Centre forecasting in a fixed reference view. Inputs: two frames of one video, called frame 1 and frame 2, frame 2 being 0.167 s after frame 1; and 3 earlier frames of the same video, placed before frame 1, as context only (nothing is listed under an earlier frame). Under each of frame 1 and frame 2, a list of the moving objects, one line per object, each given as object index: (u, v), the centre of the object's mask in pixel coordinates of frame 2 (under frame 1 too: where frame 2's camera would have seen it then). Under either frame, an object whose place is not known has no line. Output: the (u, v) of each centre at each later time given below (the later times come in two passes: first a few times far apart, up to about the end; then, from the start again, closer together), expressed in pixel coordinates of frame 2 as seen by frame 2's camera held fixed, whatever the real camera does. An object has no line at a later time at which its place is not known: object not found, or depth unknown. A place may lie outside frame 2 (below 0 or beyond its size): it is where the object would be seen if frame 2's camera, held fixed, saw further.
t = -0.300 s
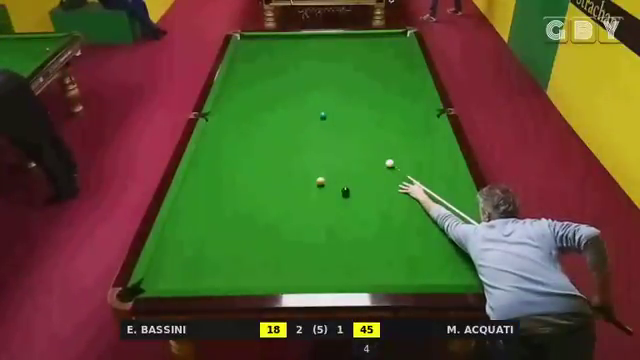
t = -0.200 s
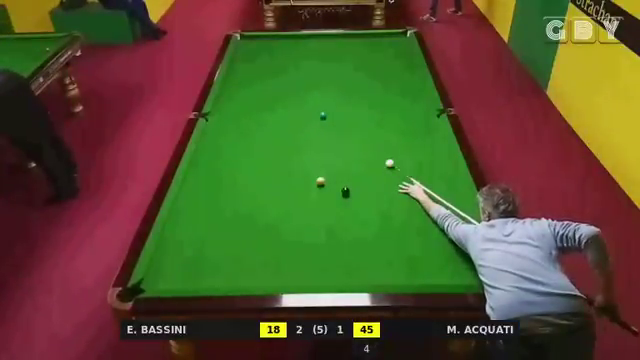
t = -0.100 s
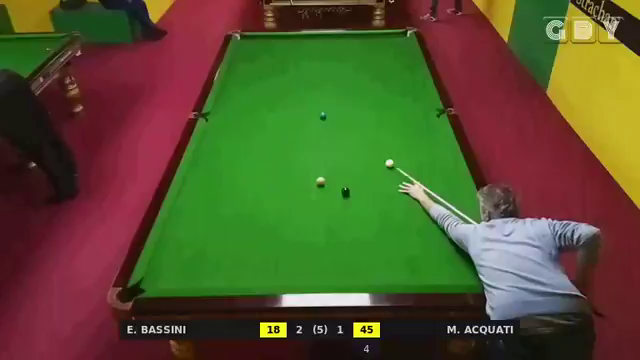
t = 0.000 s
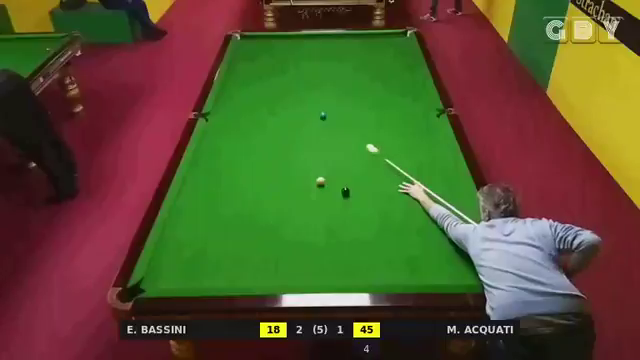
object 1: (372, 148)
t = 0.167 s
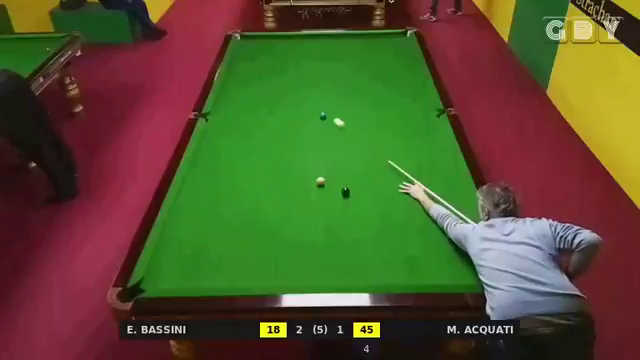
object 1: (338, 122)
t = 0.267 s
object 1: (330, 110)
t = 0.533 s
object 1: (328, 83)
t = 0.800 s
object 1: (324, 60)
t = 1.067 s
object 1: (320, 41)
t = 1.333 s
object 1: (318, 43)
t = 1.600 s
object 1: (316, 55)
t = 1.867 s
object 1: (314, 69)
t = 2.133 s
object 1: (311, 84)
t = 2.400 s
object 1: (319, 96)
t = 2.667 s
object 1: (339, 106)
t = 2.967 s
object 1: (362, 117)
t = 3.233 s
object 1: (383, 127)
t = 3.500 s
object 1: (404, 137)
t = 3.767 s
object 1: (427, 147)
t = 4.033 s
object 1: (449, 158)
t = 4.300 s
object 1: (439, 166)
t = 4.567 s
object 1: (430, 174)
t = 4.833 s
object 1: (420, 181)
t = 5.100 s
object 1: (411, 189)
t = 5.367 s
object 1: (403, 195)
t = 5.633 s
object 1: (394, 202)
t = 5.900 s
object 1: (386, 208)
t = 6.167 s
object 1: (379, 214)
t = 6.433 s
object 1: (372, 219)
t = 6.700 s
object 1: (366, 224)
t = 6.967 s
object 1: (361, 228)
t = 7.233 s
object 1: (357, 232)
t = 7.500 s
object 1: (353, 235)
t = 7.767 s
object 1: (351, 238)
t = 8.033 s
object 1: (349, 239)
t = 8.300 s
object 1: (348, 240)
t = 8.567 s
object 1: (348, 241)
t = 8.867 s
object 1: (348, 241)
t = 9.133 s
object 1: (348, 241)
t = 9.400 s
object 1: (348, 241)
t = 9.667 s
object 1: (348, 241)
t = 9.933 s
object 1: (348, 241)
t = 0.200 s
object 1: (333, 118)
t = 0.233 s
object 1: (330, 114)
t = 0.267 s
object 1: (330, 110)
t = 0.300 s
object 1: (331, 106)
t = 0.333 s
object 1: (330, 103)
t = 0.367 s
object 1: (330, 99)
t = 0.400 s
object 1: (330, 96)
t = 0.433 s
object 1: (329, 92)
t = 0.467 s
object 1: (328, 89)
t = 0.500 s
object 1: (328, 86)
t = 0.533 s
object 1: (328, 83)
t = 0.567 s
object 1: (327, 80)
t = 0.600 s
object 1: (326, 77)
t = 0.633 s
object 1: (326, 74)
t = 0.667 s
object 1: (326, 71)
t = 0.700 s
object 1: (325, 68)
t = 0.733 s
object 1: (324, 66)
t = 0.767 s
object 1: (324, 63)
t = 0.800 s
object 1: (324, 60)
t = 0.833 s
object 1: (323, 58)
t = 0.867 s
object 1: (323, 55)
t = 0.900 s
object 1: (322, 53)
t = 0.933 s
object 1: (322, 51)
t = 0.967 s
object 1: (322, 48)
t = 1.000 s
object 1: (321, 46)
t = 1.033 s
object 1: (320, 43)
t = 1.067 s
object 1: (320, 41)
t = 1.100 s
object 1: (320, 39)
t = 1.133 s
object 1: (319, 37)
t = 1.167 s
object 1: (319, 35)
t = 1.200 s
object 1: (319, 36)
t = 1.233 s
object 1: (319, 38)
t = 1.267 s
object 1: (319, 40)
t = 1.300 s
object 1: (318, 41)
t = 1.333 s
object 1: (318, 43)
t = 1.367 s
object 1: (318, 44)
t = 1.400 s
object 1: (317, 45)
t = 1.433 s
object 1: (317, 47)
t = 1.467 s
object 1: (317, 49)
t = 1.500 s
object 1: (317, 50)
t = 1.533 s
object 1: (317, 52)
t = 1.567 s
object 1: (316, 53)
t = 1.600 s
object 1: (316, 55)
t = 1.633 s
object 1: (316, 57)
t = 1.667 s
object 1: (315, 59)
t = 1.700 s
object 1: (315, 60)
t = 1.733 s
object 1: (315, 62)
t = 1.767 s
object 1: (314, 64)
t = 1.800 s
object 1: (315, 65)
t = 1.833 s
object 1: (314, 68)
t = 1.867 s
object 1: (314, 69)
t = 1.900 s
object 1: (313, 71)
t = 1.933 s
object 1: (313, 73)
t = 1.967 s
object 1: (313, 74)
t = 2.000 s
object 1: (313, 76)
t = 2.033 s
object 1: (312, 78)
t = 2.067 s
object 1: (312, 80)
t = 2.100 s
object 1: (312, 82)
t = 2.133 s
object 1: (311, 84)
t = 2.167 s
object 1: (311, 86)
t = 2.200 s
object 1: (311, 88)
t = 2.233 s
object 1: (310, 90)
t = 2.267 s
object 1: (310, 92)
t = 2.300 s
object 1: (311, 93)
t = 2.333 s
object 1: (314, 94)
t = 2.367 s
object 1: (317, 95)
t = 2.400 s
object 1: (319, 96)
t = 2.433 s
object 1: (322, 98)
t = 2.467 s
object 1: (324, 99)
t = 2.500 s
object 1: (327, 100)
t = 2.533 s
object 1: (329, 101)
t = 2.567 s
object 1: (331, 102)
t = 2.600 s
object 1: (334, 104)
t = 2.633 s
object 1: (336, 105)
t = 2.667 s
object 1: (339, 106)
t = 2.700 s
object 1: (341, 107)
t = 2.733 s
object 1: (344, 108)
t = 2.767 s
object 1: (346, 109)
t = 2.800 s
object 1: (349, 111)
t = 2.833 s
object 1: (352, 112)
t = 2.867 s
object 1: (354, 113)
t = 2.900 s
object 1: (356, 114)
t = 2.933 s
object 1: (359, 115)
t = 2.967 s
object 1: (362, 117)
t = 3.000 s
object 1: (364, 118)
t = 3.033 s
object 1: (367, 119)
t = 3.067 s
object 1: (369, 120)
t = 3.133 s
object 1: (375, 123)
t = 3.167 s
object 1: (377, 124)
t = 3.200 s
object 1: (380, 125)
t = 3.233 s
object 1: (383, 127)
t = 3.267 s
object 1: (385, 128)
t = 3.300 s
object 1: (388, 129)
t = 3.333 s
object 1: (391, 130)
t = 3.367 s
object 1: (393, 132)
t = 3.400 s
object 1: (396, 133)
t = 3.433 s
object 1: (399, 134)
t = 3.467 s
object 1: (402, 135)
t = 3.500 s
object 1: (404, 137)
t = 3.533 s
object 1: (407, 138)
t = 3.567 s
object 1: (410, 139)
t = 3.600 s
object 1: (413, 140)
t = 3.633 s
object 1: (416, 142)
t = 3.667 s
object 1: (419, 143)
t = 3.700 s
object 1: (422, 144)
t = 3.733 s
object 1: (424, 146)
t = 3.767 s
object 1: (427, 147)
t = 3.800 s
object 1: (430, 148)
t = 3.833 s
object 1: (433, 150)
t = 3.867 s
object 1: (436, 151)
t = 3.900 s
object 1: (439, 152)
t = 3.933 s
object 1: (442, 153)
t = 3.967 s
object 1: (445, 155)
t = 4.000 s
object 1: (448, 156)
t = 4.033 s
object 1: (449, 158)
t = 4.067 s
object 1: (447, 158)
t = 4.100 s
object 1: (446, 160)
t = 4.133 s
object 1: (445, 161)
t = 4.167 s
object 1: (444, 162)
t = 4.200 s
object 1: (443, 162)
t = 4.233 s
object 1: (441, 163)
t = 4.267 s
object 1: (440, 165)
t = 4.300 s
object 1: (439, 166)
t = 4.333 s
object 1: (438, 167)
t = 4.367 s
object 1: (437, 168)
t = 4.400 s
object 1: (436, 168)
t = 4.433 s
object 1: (434, 170)
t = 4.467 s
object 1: (433, 171)
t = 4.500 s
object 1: (432, 172)
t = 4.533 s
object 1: (431, 173)
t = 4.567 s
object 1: (430, 174)
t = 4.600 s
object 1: (429, 175)
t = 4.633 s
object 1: (427, 176)
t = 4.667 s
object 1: (426, 177)
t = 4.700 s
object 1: (425, 178)
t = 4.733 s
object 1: (424, 179)
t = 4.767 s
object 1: (423, 179)
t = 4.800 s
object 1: (422, 181)
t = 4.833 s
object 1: (420, 181)
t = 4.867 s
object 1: (419, 182)
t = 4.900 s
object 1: (418, 183)
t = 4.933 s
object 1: (417, 184)
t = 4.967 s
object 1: (416, 185)
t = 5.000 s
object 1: (415, 186)
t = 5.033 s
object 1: (413, 187)
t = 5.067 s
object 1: (412, 188)
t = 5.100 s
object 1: (411, 189)
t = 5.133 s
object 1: (410, 190)
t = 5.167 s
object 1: (409, 190)
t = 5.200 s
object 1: (408, 191)
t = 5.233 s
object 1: (407, 192)
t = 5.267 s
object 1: (406, 193)
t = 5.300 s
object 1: (405, 194)
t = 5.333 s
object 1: (404, 195)
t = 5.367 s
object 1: (403, 195)
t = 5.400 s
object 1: (401, 197)
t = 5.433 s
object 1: (400, 197)
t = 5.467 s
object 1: (399, 198)
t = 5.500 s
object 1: (398, 199)
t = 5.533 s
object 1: (397, 200)
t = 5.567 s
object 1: (396, 201)
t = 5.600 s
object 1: (395, 201)
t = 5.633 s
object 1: (394, 202)
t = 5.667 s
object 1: (393, 203)
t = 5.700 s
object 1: (392, 204)
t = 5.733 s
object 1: (391, 204)
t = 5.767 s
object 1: (390, 205)
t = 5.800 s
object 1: (389, 206)
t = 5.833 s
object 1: (388, 207)
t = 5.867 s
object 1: (387, 207)
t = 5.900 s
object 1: (386, 208)
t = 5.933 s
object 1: (385, 209)
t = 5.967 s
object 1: (384, 210)
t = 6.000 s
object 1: (383, 210)
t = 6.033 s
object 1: (382, 211)
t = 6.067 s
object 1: (381, 212)
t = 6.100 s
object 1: (381, 213)
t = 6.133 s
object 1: (380, 213)
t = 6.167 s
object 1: (379, 214)
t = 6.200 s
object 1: (378, 214)
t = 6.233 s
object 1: (377, 215)
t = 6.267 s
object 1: (377, 216)
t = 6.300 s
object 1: (375, 216)
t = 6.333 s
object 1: (375, 217)
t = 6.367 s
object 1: (374, 218)
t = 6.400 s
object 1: (373, 218)
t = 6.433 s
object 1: (372, 219)
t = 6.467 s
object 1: (371, 220)
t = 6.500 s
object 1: (371, 220)
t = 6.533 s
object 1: (370, 221)
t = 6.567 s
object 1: (369, 222)
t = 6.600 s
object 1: (368, 222)
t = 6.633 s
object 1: (368, 223)
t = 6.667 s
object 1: (367, 223)
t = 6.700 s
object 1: (366, 224)
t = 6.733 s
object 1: (366, 225)
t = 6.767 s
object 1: (365, 225)
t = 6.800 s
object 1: (364, 226)
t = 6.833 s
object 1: (364, 226)
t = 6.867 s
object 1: (363, 227)
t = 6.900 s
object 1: (362, 227)
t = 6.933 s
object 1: (362, 228)
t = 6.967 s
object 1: (361, 228)
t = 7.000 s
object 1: (361, 229)
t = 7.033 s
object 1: (360, 229)
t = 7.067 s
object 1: (360, 230)
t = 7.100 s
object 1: (359, 230)
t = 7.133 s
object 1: (359, 231)
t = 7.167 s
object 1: (358, 231)
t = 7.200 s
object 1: (357, 232)
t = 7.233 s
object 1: (357, 232)
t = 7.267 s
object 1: (356, 232)
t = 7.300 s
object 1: (356, 233)
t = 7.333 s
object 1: (356, 233)
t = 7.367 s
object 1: (355, 234)
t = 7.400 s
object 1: (355, 234)
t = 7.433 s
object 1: (354, 234)
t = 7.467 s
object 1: (354, 235)
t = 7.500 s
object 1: (353, 235)
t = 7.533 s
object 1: (353, 235)
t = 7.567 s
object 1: (353, 236)
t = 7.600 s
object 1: (352, 236)
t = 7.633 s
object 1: (352, 236)
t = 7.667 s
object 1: (352, 237)
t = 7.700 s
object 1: (351, 237)
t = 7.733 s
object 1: (351, 237)
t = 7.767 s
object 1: (351, 238)
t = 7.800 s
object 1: (351, 238)
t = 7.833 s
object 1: (350, 238)
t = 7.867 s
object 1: (350, 238)
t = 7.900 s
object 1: (350, 238)
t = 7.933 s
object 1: (350, 239)
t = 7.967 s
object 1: (349, 239)
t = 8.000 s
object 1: (349, 239)
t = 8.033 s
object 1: (349, 239)
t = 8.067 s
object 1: (349, 239)
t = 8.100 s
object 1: (348, 240)
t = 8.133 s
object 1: (348, 240)
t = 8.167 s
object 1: (348, 240)
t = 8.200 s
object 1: (348, 240)
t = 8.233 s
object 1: (348, 240)
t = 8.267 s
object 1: (348, 240)
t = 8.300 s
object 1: (348, 240)
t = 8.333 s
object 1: (348, 240)
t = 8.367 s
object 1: (348, 241)
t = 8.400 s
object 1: (348, 241)
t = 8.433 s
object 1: (348, 241)
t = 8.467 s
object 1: (348, 241)
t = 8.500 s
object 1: (348, 241)
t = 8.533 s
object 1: (348, 241)
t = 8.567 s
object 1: (348, 241)
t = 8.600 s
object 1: (348, 241)
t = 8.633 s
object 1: (348, 241)
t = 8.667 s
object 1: (348, 241)
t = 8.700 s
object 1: (348, 241)
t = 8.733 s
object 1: (348, 241)
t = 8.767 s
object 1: (348, 241)
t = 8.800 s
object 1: (348, 241)
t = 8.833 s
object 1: (348, 241)
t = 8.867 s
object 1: (348, 241)
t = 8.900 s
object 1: (348, 241)
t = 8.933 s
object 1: (348, 241)
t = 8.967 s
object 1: (348, 241)
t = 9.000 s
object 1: (348, 241)
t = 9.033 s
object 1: (348, 241)
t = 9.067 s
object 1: (348, 241)
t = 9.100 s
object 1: (348, 241)
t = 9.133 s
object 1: (348, 241)
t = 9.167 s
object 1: (348, 241)
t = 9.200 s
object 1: (348, 241)
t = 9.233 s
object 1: (348, 241)
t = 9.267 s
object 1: (348, 241)
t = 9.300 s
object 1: (348, 241)
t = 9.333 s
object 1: (348, 241)
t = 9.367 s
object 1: (348, 241)
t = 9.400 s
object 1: (348, 241)
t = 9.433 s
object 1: (348, 241)
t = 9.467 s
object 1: (348, 241)
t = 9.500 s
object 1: (348, 241)
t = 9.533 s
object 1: (348, 241)
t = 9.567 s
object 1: (348, 241)
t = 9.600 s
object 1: (348, 241)
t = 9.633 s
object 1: (348, 241)
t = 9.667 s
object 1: (348, 241)
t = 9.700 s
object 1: (348, 241)
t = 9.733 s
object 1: (348, 241)
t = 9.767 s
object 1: (348, 241)
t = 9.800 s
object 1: (348, 241)
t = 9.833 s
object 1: (348, 241)
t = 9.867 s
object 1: (348, 241)
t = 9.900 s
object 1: (348, 241)
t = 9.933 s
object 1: (348, 241)
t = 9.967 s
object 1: (348, 241)
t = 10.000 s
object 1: (348, 241)
